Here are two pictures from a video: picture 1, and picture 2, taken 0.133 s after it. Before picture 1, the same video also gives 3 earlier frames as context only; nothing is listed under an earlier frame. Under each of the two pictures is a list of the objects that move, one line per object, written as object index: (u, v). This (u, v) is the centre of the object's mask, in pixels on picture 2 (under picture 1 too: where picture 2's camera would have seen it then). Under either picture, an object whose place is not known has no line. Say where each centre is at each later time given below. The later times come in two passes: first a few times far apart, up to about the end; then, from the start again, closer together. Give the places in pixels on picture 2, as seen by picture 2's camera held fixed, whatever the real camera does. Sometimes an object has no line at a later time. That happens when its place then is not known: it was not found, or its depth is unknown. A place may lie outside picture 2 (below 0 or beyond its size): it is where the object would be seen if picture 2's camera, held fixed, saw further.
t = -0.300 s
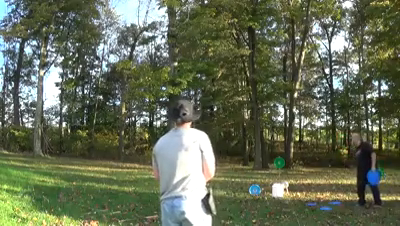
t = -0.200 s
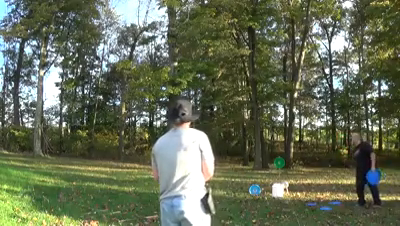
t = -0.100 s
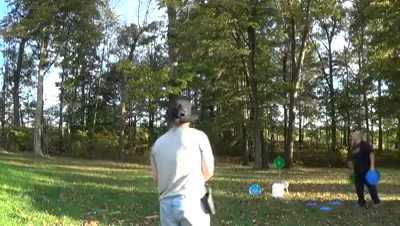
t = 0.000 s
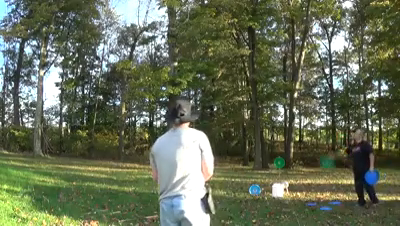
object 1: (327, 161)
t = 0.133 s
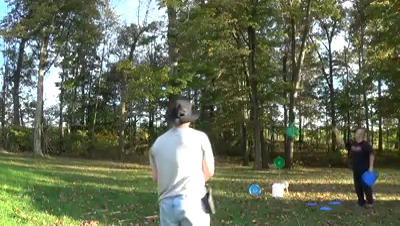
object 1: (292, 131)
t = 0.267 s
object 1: (257, 106)
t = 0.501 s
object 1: (200, 81)
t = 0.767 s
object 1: (138, 82)
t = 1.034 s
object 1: (81, 113)
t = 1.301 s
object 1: (32, 168)
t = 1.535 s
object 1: (14, 174)
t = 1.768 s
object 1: (6, 169)
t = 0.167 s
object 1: (283, 124)
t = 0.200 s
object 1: (275, 118)
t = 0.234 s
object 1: (266, 111)
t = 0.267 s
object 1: (257, 106)
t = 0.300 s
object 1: (250, 102)
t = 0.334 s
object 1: (240, 96)
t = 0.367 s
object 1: (233, 92)
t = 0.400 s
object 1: (225, 89)
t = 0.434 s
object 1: (217, 86)
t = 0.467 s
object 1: (208, 83)
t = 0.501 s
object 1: (200, 81)
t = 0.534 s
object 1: (193, 80)
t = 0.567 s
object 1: (184, 78)
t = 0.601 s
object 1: (176, 78)
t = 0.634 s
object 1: (169, 78)
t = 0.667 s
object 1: (161, 78)
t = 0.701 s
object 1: (153, 78)
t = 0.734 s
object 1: (146, 80)
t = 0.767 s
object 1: (138, 82)
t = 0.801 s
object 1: (130, 85)
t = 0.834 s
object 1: (124, 87)
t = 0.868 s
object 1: (116, 89)
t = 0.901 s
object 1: (110, 94)
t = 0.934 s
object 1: (103, 97)
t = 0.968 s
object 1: (96, 102)
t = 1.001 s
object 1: (89, 106)
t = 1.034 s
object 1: (81, 113)
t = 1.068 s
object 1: (76, 118)
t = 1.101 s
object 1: (68, 125)
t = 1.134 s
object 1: (62, 130)
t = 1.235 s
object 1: (43, 153)
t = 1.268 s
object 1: (39, 160)
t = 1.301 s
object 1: (32, 168)
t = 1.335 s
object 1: (27, 176)
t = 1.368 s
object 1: (22, 185)
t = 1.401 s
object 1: (20, 185)
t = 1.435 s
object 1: (18, 182)
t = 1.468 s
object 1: (17, 178)
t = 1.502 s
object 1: (15, 175)
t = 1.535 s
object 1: (14, 174)
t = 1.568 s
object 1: (13, 172)
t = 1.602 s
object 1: (12, 171)
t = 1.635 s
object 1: (11, 169)
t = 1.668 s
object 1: (10, 169)
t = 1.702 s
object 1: (9, 169)
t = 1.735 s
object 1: (7, 169)
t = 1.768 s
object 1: (6, 169)
